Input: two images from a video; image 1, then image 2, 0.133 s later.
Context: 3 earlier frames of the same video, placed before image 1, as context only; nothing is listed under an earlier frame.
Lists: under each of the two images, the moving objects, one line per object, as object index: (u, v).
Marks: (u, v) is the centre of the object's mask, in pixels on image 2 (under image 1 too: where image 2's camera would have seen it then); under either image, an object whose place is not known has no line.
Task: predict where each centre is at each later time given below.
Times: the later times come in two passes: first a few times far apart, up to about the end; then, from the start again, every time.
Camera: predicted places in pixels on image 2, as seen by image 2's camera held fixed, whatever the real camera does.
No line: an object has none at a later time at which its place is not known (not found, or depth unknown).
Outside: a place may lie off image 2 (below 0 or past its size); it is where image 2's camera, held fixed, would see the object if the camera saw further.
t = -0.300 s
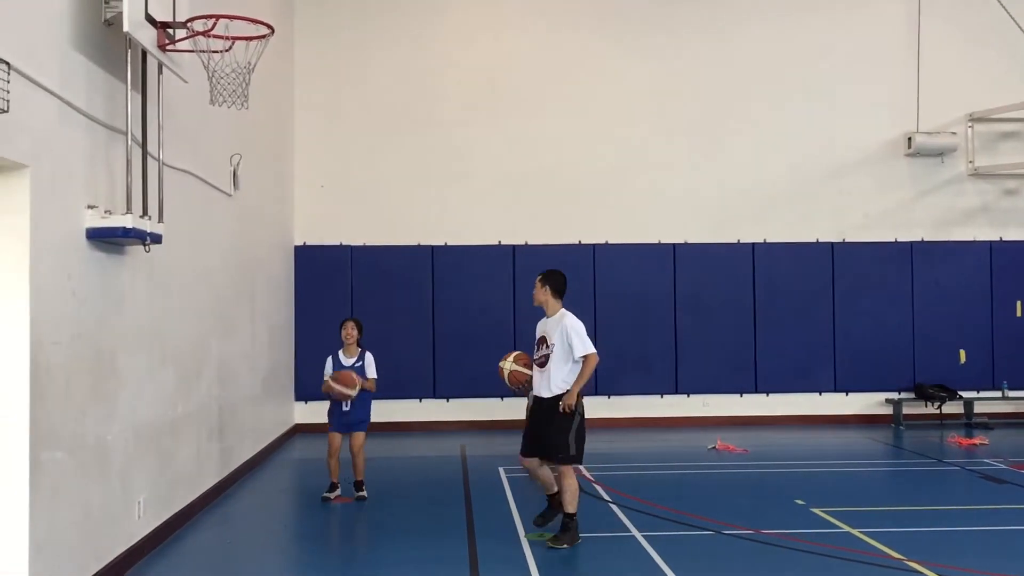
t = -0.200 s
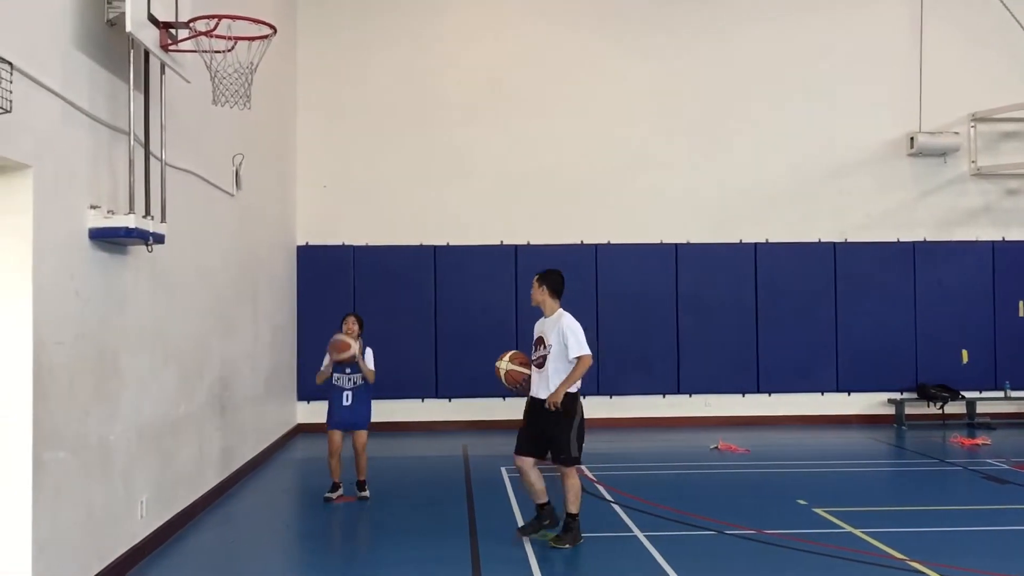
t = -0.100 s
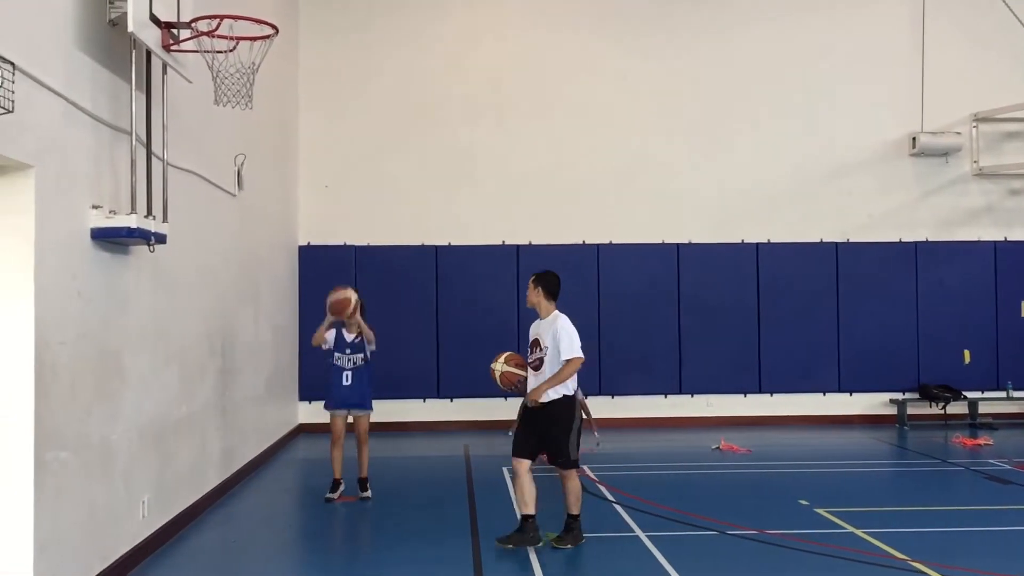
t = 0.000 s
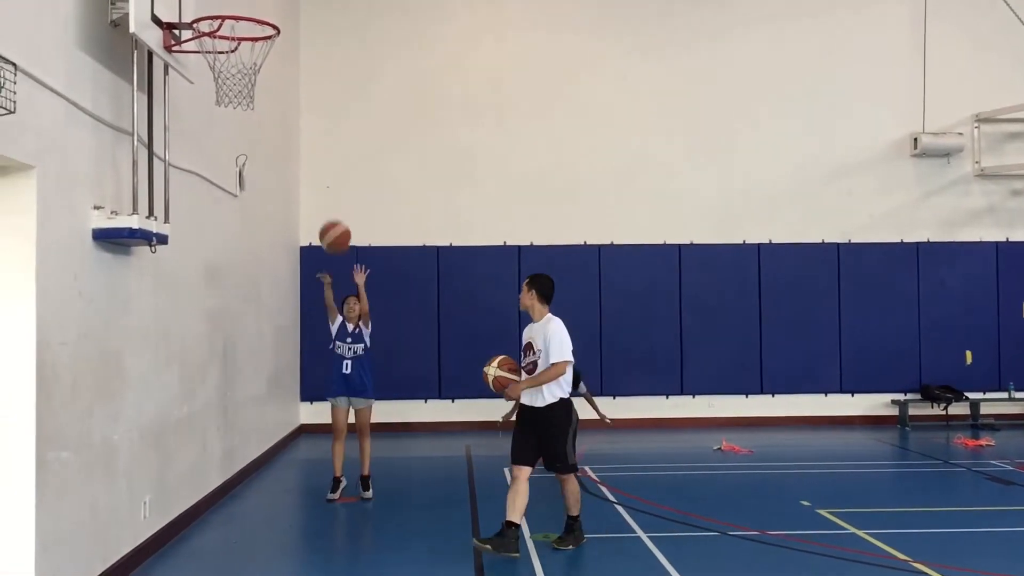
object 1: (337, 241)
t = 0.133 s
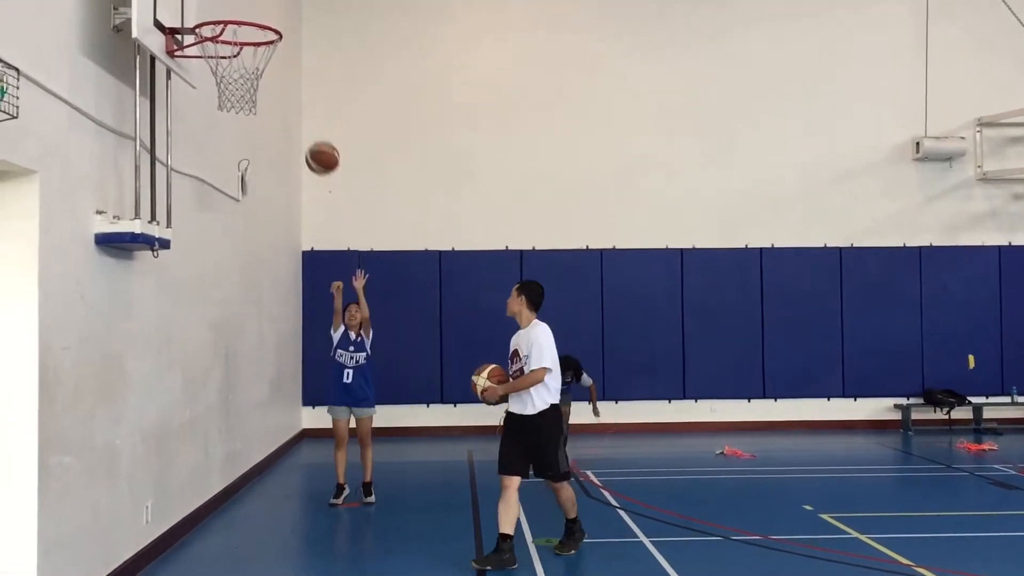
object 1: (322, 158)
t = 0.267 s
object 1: (306, 90)
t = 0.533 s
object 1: (268, 11)
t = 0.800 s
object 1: (235, 47)
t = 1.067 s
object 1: (243, 127)
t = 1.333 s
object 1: (239, 275)
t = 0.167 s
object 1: (318, 139)
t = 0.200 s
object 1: (314, 122)
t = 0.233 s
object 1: (310, 106)
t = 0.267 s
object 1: (306, 90)
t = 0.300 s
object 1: (301, 76)
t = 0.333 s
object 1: (297, 64)
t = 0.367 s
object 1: (293, 53)
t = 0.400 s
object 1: (288, 41)
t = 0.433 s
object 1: (285, 31)
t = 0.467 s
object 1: (278, 24)
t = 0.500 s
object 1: (274, 17)
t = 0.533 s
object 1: (268, 11)
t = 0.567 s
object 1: (262, 7)
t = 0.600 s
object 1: (256, 5)
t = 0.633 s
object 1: (251, 6)
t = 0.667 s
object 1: (245, 8)
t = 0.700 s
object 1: (239, 13)
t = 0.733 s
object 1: (233, 20)
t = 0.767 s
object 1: (231, 32)
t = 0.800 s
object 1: (235, 47)
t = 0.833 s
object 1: (240, 66)
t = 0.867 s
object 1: (244, 84)
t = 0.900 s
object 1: (246, 93)
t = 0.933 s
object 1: (247, 96)
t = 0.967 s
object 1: (245, 101)
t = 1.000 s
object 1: (244, 109)
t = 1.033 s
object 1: (244, 117)
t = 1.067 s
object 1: (243, 127)
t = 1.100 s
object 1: (242, 139)
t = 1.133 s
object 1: (241, 153)
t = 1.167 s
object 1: (241, 169)
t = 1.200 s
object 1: (241, 187)
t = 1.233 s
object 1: (240, 206)
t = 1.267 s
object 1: (240, 227)
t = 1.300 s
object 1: (239, 251)
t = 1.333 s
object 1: (239, 275)
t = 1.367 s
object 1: (238, 302)
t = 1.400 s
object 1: (238, 331)
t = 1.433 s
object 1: (237, 360)
